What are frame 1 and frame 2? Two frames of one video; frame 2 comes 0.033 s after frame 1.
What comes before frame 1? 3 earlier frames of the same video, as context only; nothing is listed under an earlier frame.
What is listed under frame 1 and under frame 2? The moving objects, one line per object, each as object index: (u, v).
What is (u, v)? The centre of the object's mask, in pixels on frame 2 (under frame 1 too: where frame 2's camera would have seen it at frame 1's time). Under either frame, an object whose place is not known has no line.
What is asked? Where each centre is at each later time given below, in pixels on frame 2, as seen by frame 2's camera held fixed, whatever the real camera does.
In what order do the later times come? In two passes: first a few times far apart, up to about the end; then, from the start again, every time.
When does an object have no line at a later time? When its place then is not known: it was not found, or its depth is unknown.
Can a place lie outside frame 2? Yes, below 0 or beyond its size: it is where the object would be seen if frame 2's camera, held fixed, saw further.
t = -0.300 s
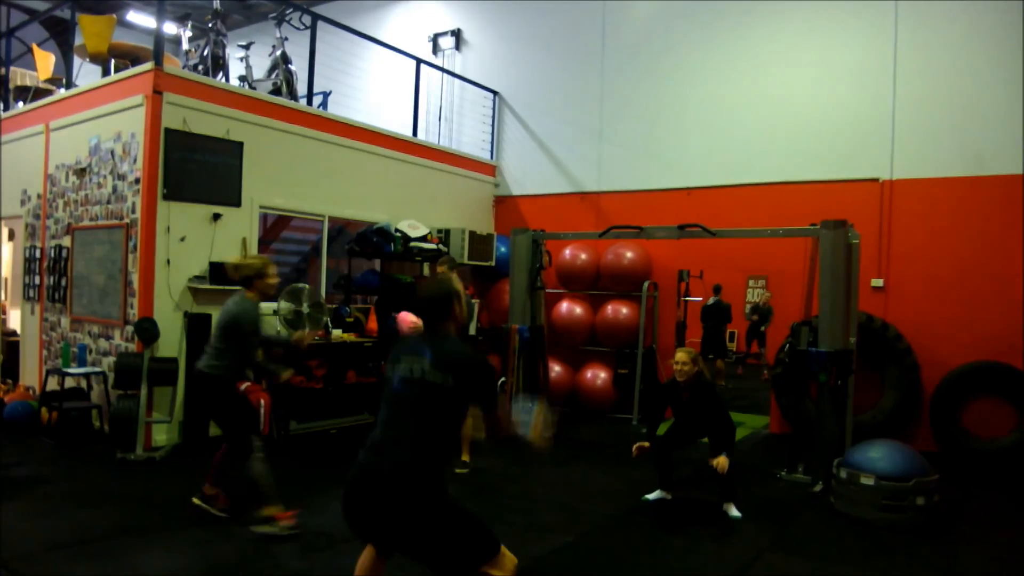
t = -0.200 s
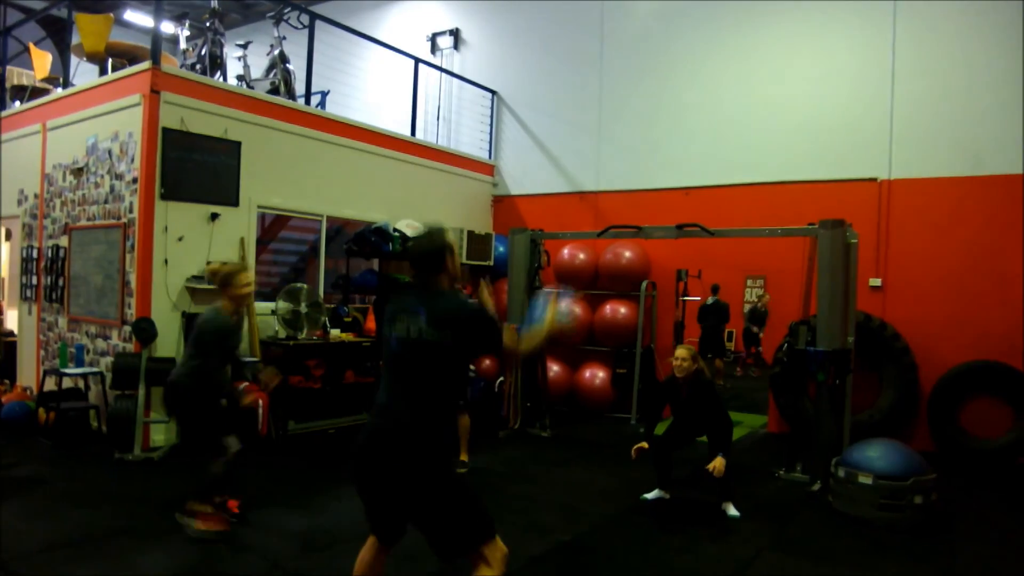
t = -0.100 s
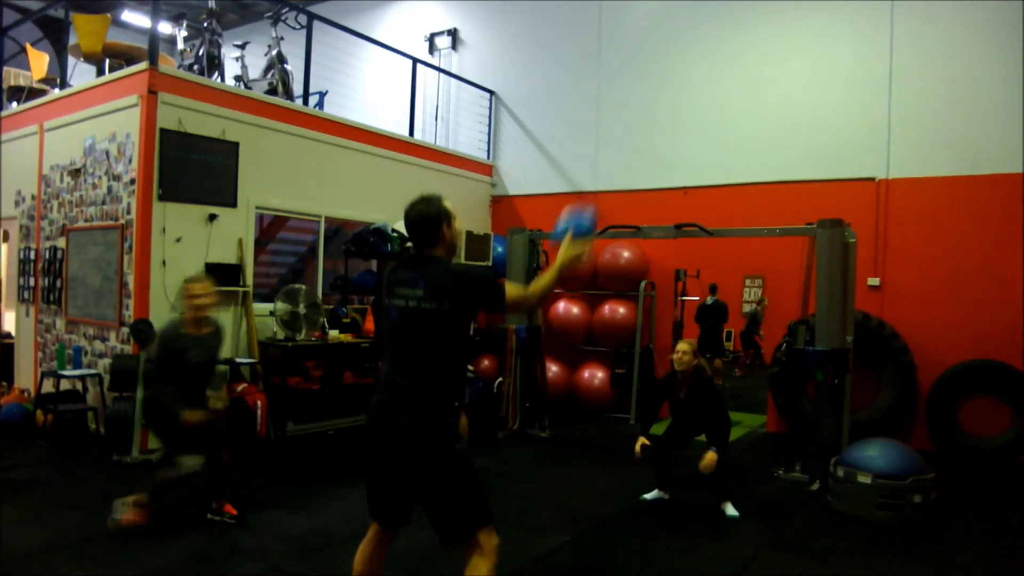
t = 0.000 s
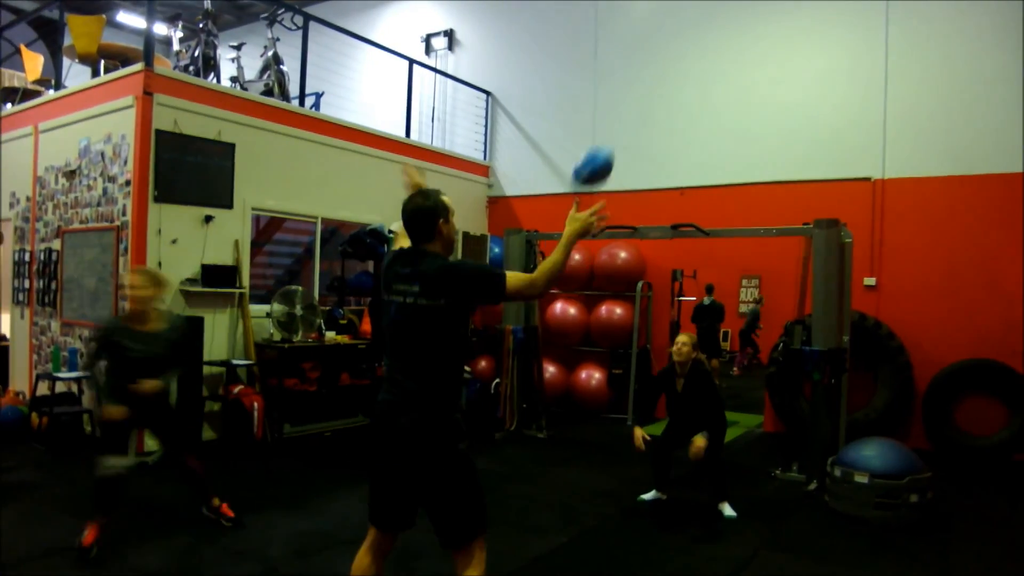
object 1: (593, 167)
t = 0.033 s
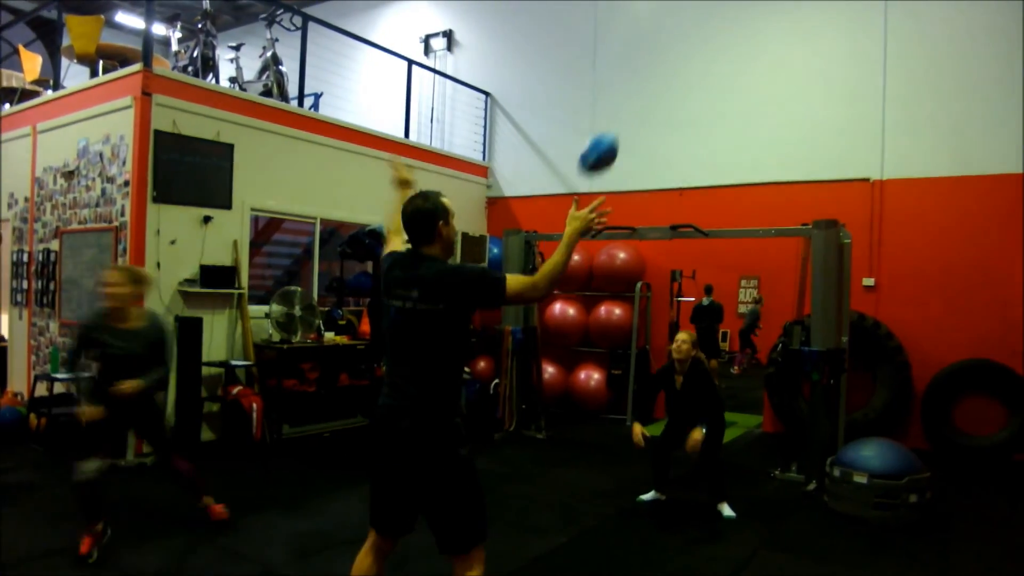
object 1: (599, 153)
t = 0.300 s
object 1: (642, 116)
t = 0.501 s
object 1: (667, 166)
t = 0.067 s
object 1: (605, 141)
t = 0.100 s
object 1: (612, 131)
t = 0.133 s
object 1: (618, 124)
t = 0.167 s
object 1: (623, 118)
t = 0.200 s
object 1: (628, 115)
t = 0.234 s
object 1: (633, 113)
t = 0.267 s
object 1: (638, 114)
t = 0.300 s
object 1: (642, 116)
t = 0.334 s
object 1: (646, 120)
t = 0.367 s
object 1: (651, 126)
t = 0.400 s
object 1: (655, 133)
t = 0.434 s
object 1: (659, 142)
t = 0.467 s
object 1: (663, 153)
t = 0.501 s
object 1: (667, 166)
